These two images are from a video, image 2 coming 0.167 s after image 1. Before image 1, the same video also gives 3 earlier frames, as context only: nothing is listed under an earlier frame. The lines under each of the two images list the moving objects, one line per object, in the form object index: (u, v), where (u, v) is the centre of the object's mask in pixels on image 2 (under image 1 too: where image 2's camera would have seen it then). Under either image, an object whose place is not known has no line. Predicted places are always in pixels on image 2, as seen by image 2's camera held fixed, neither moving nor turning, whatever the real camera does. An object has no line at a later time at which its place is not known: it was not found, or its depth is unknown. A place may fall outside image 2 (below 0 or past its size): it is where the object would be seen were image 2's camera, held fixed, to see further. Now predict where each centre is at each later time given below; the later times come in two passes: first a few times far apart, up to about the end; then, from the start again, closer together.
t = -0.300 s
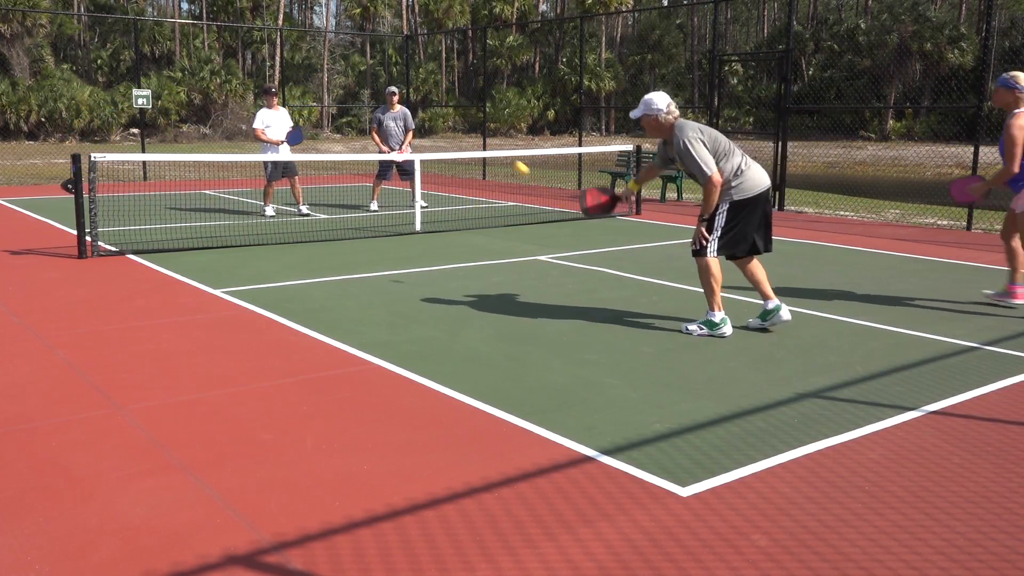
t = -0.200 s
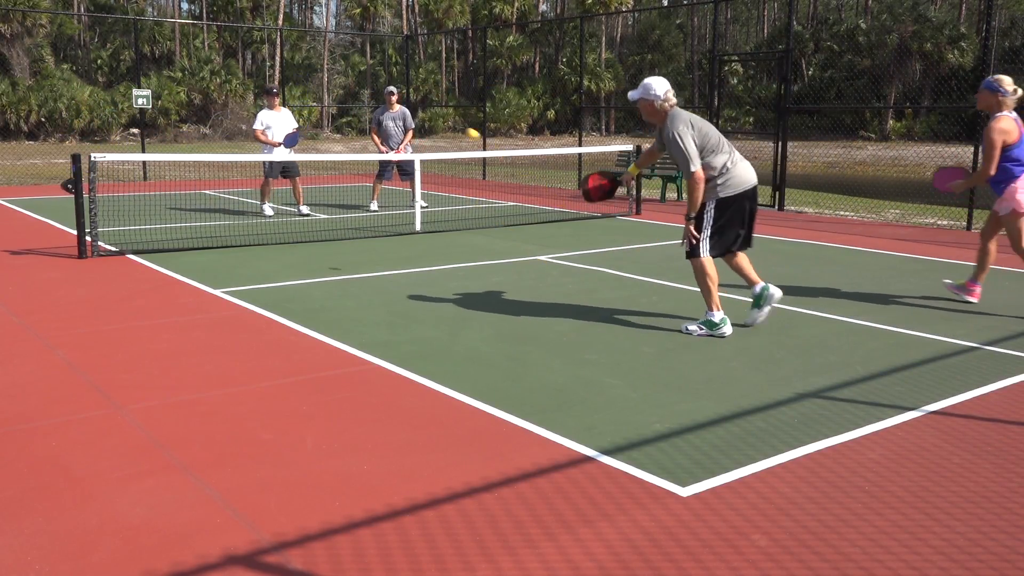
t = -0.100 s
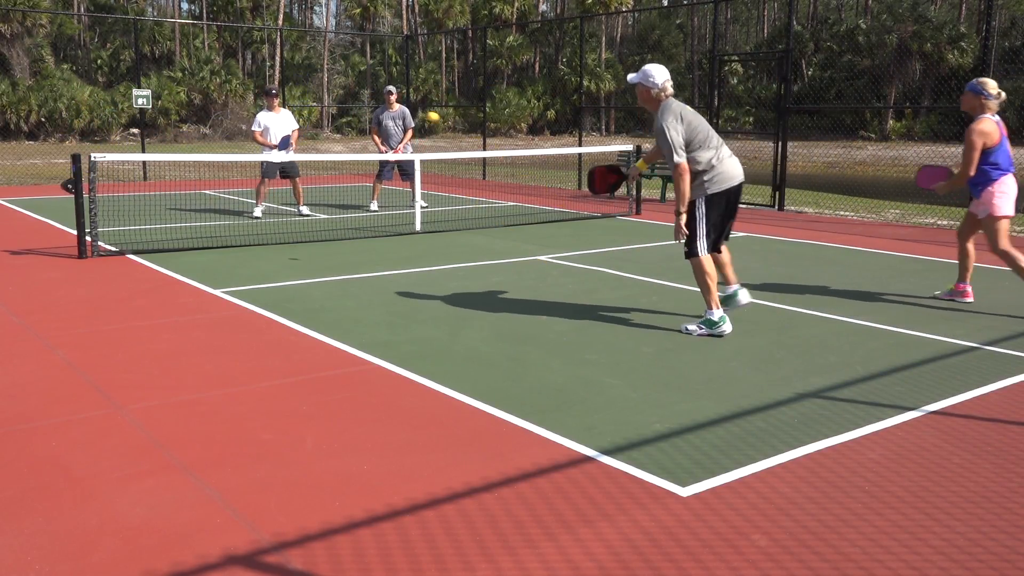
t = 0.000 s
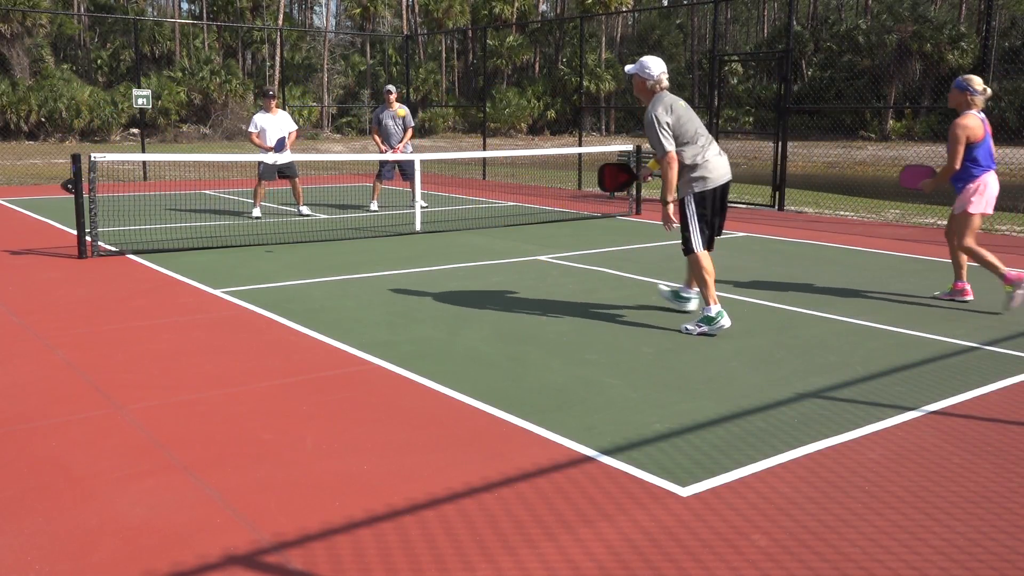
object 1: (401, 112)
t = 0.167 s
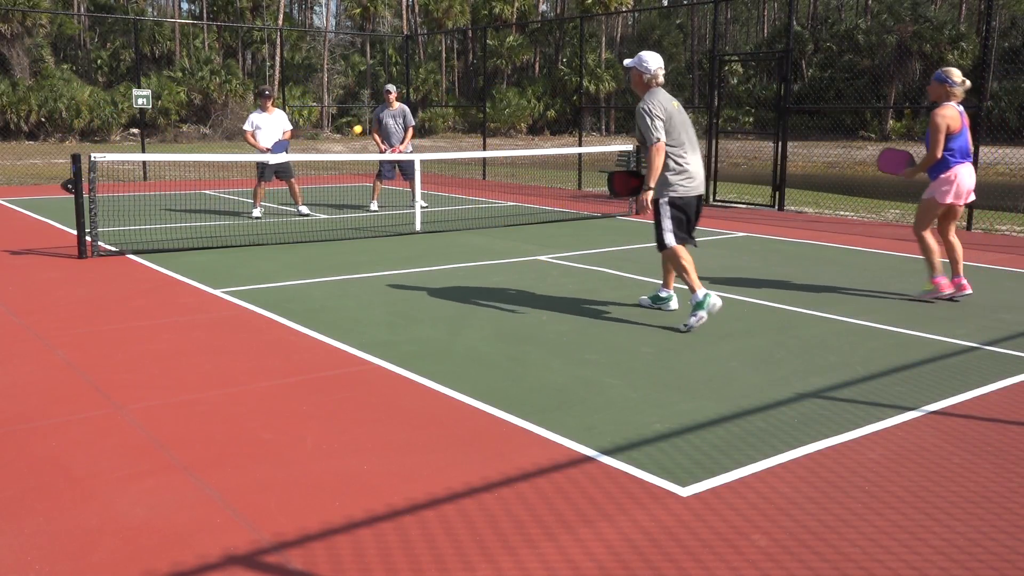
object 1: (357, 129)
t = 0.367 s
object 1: (321, 178)
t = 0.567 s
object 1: (333, 235)
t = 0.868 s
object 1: (359, 206)
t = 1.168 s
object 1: (389, 239)
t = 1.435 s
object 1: (418, 242)
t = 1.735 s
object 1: (452, 254)
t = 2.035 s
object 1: (487, 258)
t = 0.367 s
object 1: (321, 178)
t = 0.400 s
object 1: (321, 186)
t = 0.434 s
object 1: (324, 194)
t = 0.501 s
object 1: (328, 212)
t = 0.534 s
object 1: (331, 224)
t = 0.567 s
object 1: (333, 235)
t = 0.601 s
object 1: (336, 232)
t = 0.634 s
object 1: (338, 225)
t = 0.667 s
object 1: (341, 219)
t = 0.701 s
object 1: (344, 214)
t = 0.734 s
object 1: (347, 210)
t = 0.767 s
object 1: (350, 208)
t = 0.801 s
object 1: (353, 206)
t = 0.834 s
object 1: (356, 206)
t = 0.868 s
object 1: (359, 206)
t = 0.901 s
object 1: (362, 208)
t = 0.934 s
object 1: (365, 210)
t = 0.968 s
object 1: (369, 213)
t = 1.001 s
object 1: (371, 219)
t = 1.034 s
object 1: (375, 225)
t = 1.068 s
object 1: (379, 232)
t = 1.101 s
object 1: (382, 241)
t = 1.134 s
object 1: (386, 243)
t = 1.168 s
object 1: (389, 239)
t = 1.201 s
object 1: (392, 235)
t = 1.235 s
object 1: (396, 233)
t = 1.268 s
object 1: (399, 232)
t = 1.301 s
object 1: (403, 232)
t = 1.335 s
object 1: (407, 233)
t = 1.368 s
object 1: (410, 235)
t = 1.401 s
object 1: (414, 238)
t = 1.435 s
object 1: (418, 242)
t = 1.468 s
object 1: (422, 248)
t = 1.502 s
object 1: (426, 249)
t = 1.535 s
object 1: (429, 247)
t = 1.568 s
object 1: (433, 245)
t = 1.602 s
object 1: (437, 244)
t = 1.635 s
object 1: (440, 245)
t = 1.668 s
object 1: (444, 247)
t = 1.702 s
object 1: (448, 250)
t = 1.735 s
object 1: (452, 254)
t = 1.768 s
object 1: (455, 255)
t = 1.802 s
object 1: (459, 252)
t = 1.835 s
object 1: (463, 252)
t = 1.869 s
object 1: (467, 252)
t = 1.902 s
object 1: (470, 254)
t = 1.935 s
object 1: (474, 257)
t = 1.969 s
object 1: (478, 260)
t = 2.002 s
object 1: (482, 258)
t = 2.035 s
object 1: (487, 258)
